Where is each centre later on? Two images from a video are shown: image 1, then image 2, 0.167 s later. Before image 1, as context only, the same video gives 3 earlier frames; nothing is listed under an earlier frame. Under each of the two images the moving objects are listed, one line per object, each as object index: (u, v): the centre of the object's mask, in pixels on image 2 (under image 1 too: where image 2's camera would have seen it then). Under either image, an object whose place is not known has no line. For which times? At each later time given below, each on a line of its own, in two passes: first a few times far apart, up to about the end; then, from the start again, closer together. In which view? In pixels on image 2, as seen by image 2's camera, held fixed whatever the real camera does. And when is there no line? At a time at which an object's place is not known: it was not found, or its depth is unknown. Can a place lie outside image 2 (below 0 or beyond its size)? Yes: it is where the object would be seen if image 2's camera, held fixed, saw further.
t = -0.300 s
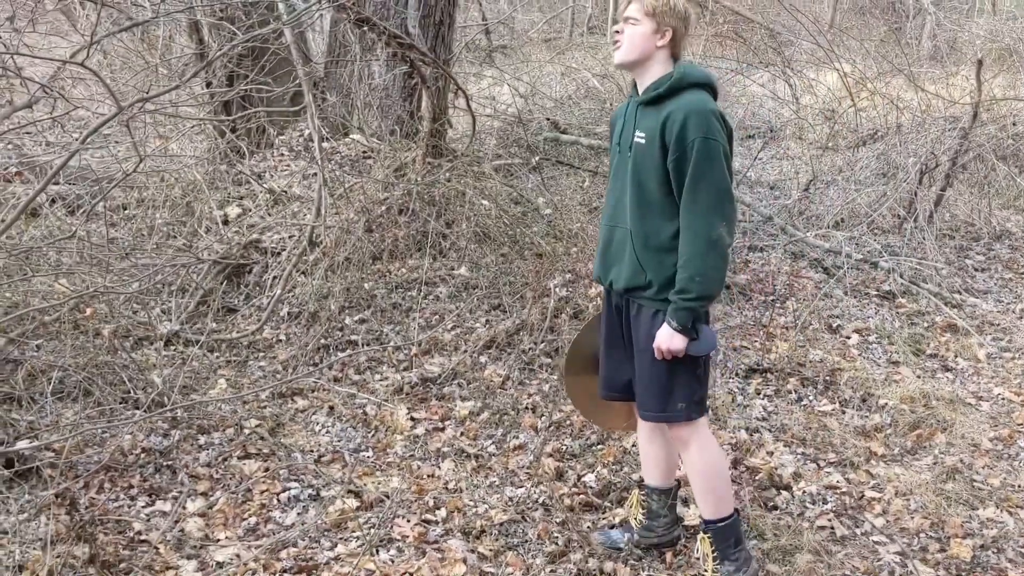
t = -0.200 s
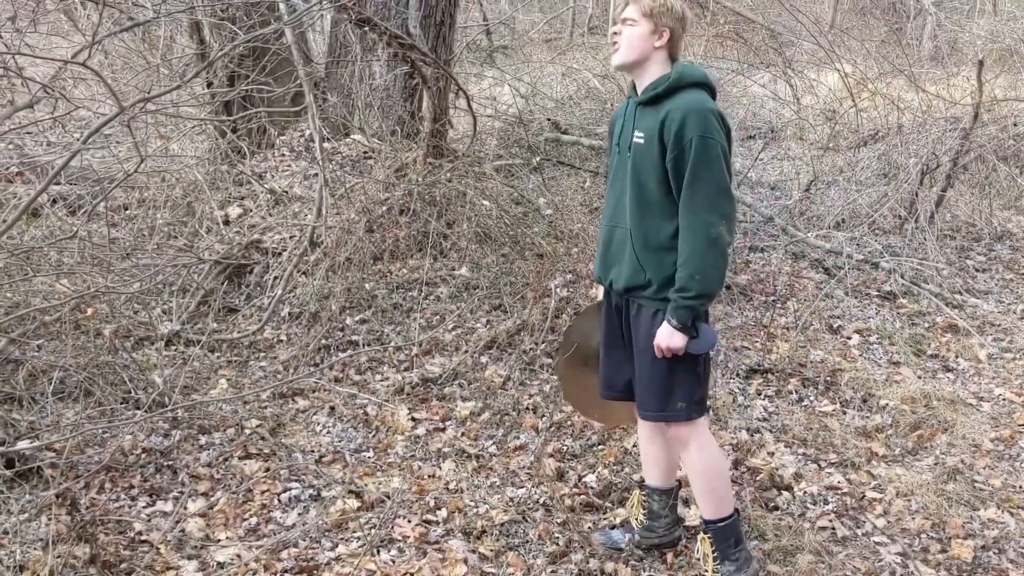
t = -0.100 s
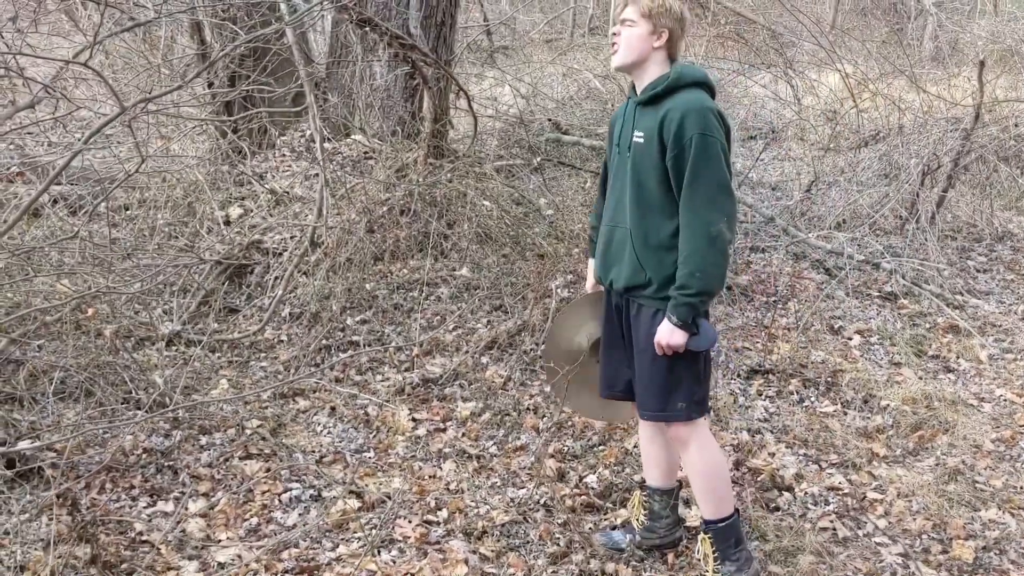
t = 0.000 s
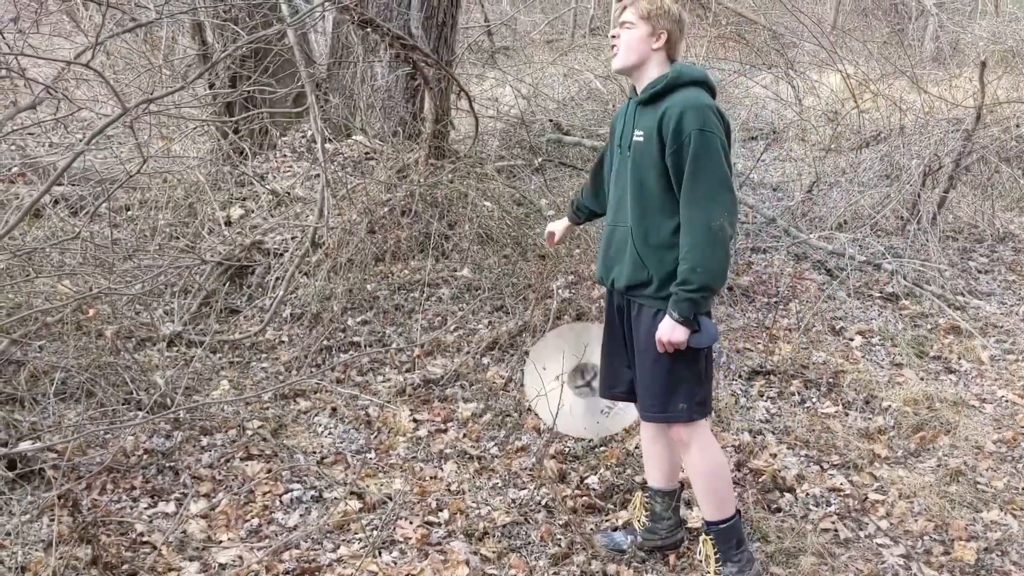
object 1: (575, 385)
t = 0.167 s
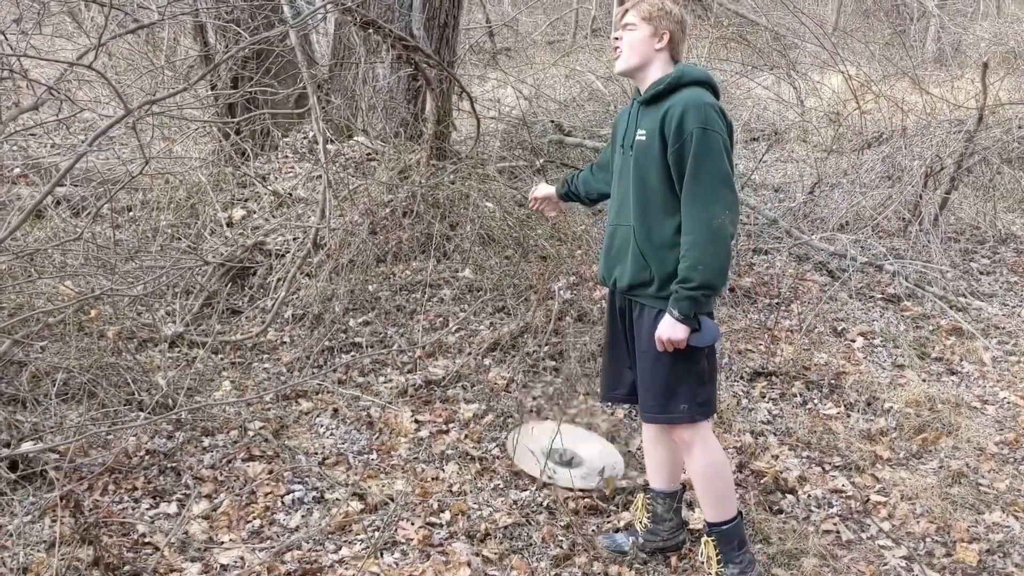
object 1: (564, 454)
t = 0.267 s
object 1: (556, 455)
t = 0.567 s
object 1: (548, 467)
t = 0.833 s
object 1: (547, 468)
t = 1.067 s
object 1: (547, 468)
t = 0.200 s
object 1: (560, 463)
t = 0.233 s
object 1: (559, 458)
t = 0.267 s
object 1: (556, 455)
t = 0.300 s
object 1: (553, 452)
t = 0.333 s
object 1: (551, 452)
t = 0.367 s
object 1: (551, 453)
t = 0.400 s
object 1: (548, 460)
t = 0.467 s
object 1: (547, 465)
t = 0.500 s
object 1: (547, 466)
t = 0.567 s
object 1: (548, 467)
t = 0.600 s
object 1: (549, 467)
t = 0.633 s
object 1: (549, 468)
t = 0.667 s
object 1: (549, 468)
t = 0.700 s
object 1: (547, 467)
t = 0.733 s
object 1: (547, 467)
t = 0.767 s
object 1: (547, 468)
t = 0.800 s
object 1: (546, 468)
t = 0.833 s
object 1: (547, 468)
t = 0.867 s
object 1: (547, 468)
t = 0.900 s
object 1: (547, 468)
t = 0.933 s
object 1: (547, 468)
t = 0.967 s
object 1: (547, 468)
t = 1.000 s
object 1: (547, 468)
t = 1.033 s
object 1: (547, 468)
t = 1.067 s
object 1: (547, 468)
